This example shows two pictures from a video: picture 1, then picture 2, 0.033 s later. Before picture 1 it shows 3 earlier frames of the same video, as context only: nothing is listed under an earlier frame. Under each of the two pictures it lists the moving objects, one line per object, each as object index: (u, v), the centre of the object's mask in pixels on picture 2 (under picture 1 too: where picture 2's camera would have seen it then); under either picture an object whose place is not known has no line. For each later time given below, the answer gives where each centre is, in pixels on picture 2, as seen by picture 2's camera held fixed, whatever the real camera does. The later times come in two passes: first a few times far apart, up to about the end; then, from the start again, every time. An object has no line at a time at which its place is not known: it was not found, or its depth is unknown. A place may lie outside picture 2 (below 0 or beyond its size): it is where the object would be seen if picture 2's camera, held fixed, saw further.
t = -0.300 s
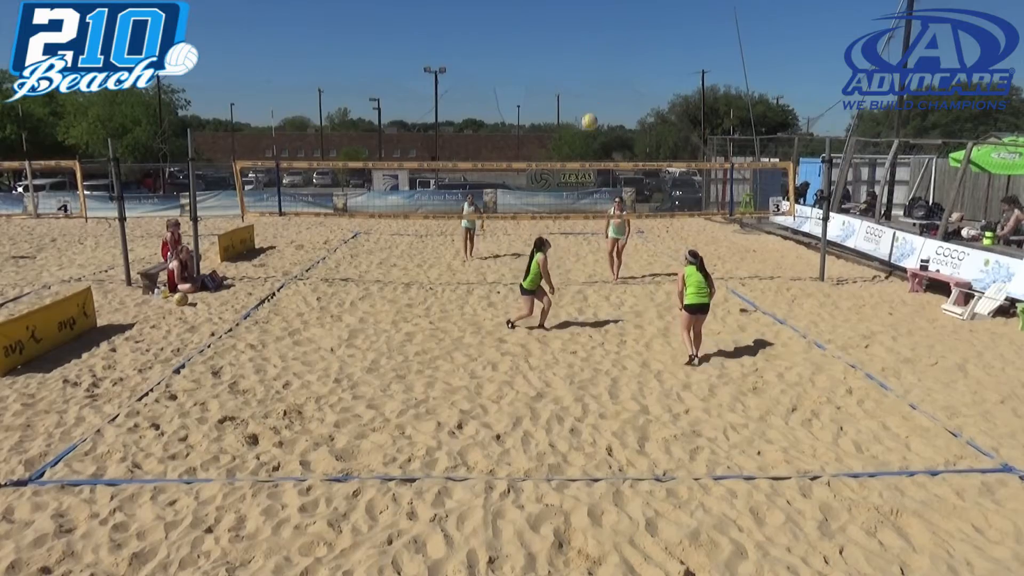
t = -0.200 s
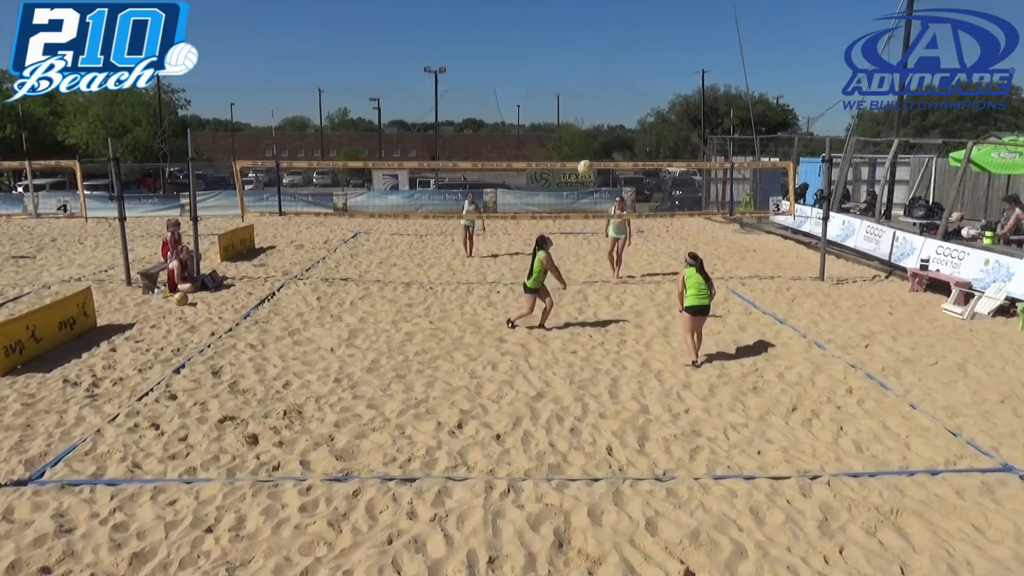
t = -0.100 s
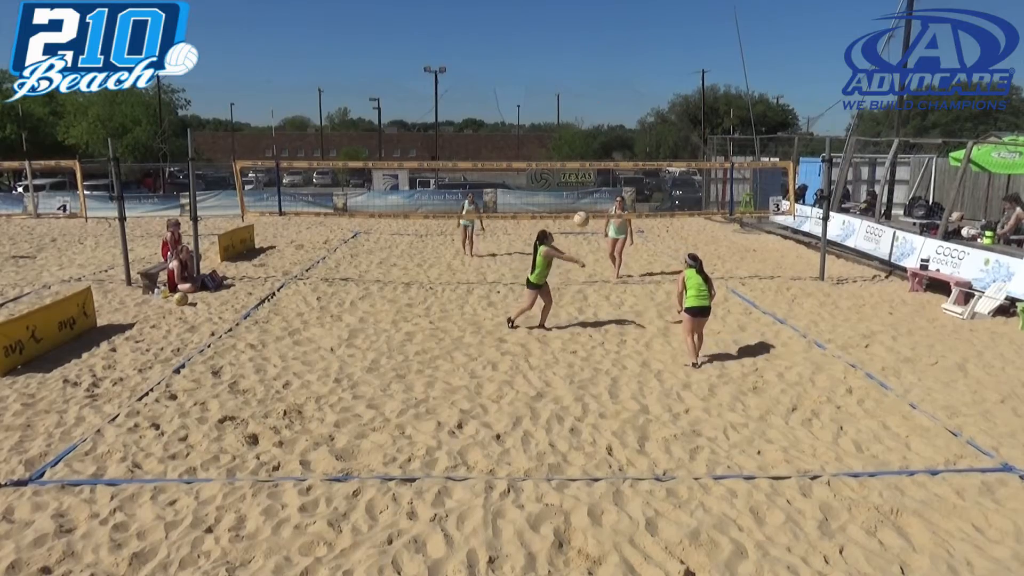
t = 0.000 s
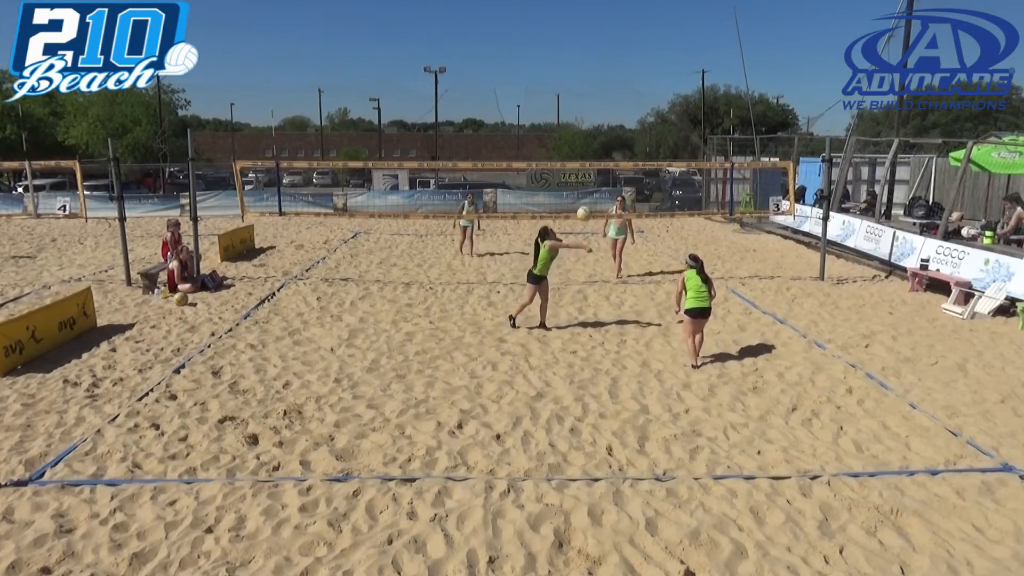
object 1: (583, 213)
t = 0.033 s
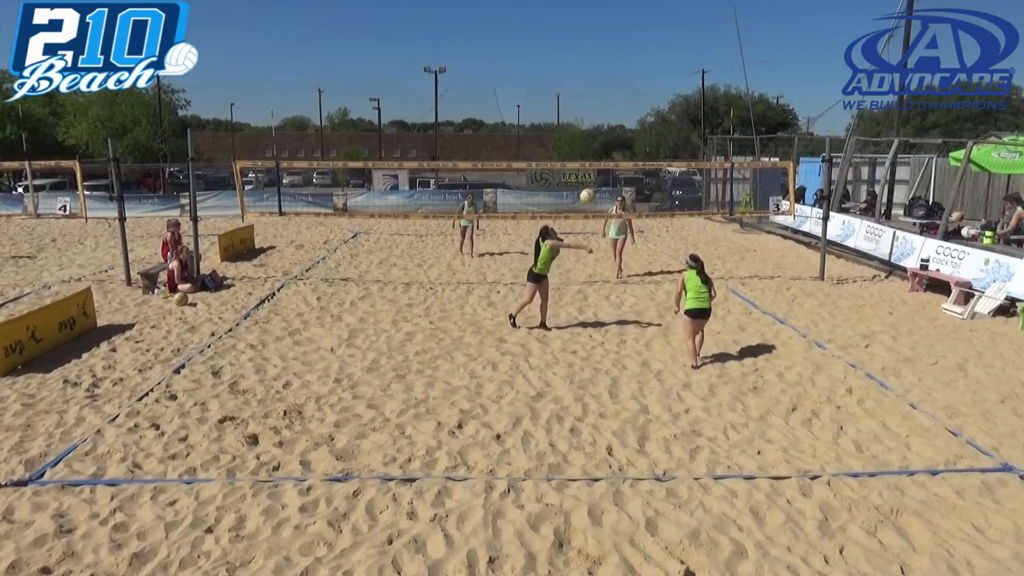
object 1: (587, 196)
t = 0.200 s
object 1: (604, 121)
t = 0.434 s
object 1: (626, 46)
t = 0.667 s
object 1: (649, 12)
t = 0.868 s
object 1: (668, 17)
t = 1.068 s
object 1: (686, 52)
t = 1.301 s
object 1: (705, 132)
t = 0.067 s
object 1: (590, 180)
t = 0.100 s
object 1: (594, 163)
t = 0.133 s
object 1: (597, 149)
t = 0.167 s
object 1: (600, 134)
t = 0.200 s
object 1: (604, 121)
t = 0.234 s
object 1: (607, 108)
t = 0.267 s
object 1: (610, 95)
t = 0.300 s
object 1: (614, 84)
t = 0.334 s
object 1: (617, 74)
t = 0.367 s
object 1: (620, 64)
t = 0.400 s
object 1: (623, 54)
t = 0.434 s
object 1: (626, 46)
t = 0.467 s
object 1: (630, 38)
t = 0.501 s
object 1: (633, 32)
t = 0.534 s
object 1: (636, 26)
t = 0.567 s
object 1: (639, 21)
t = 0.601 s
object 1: (643, 17)
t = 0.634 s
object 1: (646, 14)
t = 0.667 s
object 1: (649, 12)
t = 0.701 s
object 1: (652, 11)
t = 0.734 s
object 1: (655, 10)
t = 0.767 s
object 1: (658, 11)
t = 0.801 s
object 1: (662, 12)
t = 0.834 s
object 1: (665, 14)
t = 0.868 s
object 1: (668, 17)
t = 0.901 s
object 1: (671, 20)
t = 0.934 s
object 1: (674, 25)
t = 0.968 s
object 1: (677, 31)
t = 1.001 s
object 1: (680, 37)
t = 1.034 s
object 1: (683, 45)
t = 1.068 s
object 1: (686, 52)
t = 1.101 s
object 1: (688, 61)
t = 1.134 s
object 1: (691, 71)
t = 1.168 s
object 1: (694, 81)
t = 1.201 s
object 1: (697, 93)
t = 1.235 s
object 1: (699, 106)
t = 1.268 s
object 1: (702, 119)
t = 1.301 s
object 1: (705, 132)
